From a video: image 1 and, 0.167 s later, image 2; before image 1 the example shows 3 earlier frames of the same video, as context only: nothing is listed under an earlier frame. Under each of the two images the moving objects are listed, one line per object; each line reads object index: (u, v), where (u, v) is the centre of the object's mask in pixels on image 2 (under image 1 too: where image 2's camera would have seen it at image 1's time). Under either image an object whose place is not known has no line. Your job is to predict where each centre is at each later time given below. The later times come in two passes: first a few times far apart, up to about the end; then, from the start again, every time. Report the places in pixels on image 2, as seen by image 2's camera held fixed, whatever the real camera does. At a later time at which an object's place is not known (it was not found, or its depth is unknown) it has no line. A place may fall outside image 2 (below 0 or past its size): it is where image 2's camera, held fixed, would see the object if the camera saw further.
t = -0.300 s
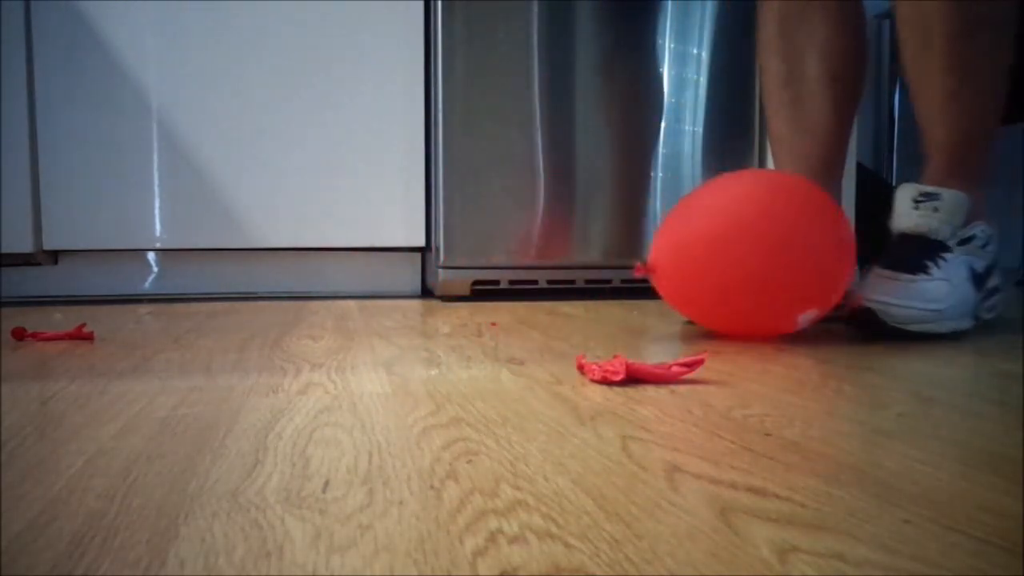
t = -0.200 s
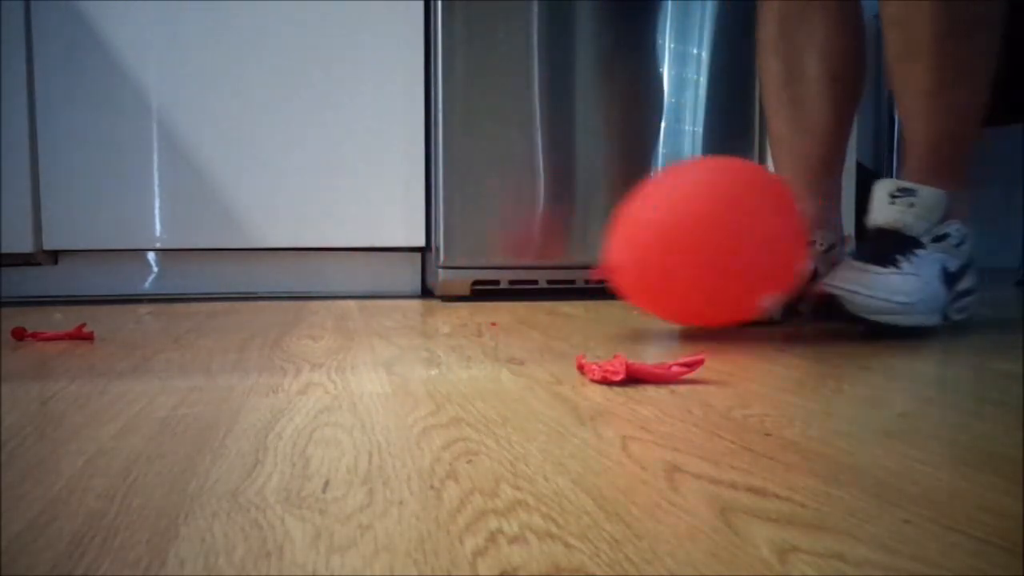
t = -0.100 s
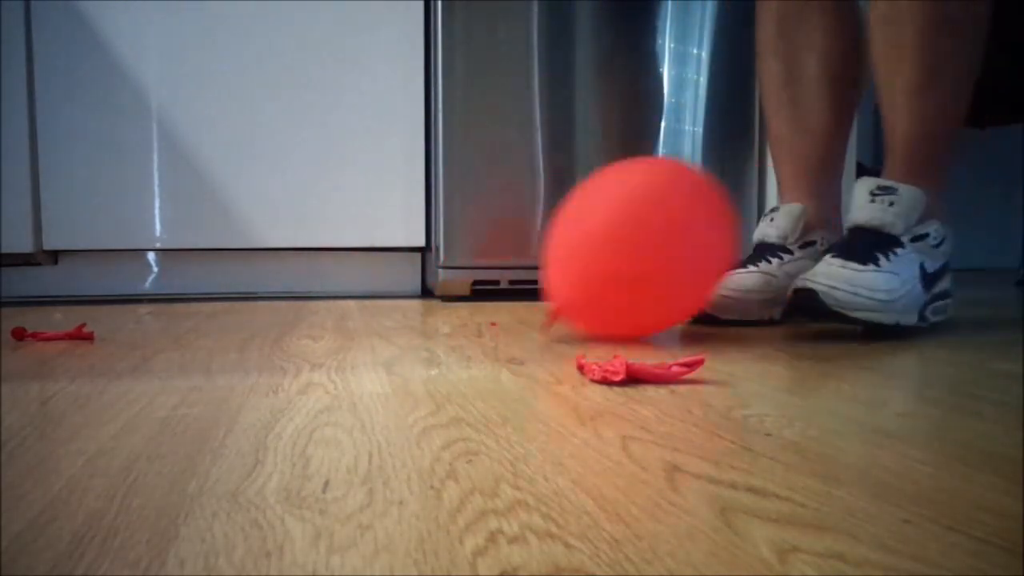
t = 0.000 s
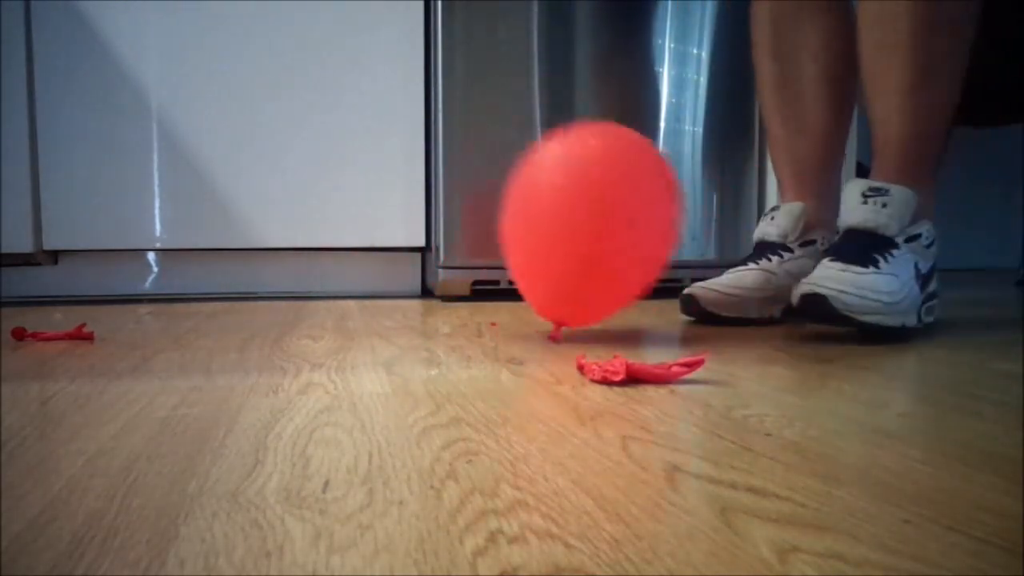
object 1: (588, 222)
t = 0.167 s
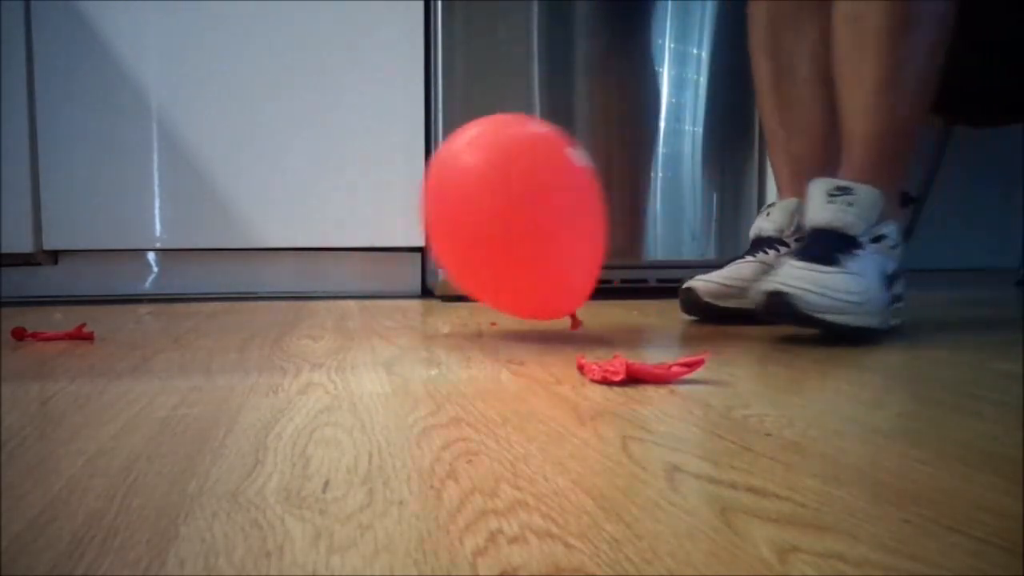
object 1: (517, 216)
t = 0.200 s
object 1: (503, 223)
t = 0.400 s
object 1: (417, 242)
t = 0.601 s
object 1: (350, 245)
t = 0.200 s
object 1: (503, 223)
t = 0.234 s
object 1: (490, 233)
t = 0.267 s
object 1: (477, 245)
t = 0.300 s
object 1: (462, 243)
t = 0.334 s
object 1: (447, 240)
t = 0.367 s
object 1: (431, 239)
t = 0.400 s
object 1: (417, 242)
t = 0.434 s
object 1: (403, 247)
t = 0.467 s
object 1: (390, 251)
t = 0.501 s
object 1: (380, 245)
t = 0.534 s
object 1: (370, 242)
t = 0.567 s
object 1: (360, 242)
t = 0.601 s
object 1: (350, 245)
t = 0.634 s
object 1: (341, 250)
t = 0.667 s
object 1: (335, 244)
